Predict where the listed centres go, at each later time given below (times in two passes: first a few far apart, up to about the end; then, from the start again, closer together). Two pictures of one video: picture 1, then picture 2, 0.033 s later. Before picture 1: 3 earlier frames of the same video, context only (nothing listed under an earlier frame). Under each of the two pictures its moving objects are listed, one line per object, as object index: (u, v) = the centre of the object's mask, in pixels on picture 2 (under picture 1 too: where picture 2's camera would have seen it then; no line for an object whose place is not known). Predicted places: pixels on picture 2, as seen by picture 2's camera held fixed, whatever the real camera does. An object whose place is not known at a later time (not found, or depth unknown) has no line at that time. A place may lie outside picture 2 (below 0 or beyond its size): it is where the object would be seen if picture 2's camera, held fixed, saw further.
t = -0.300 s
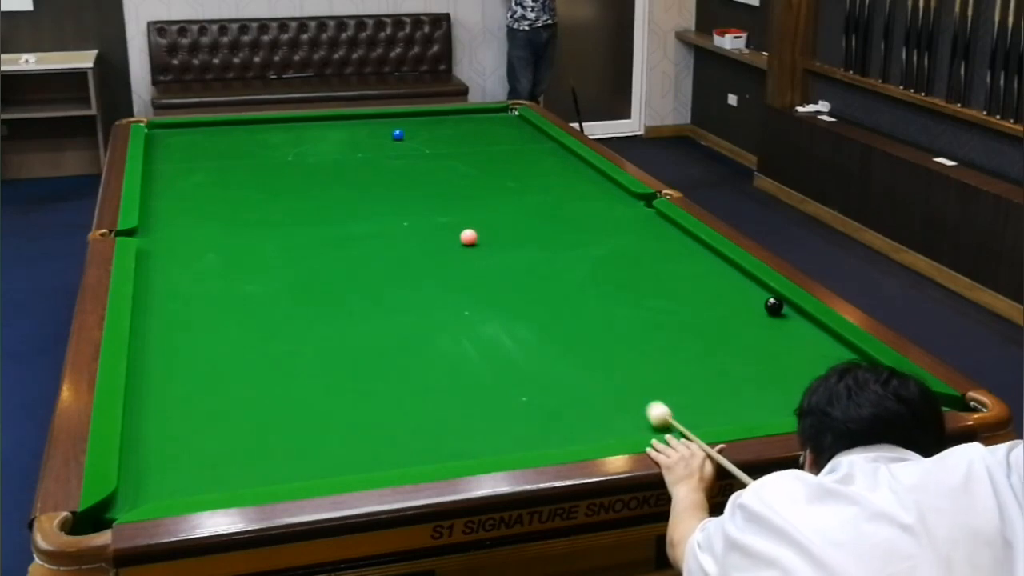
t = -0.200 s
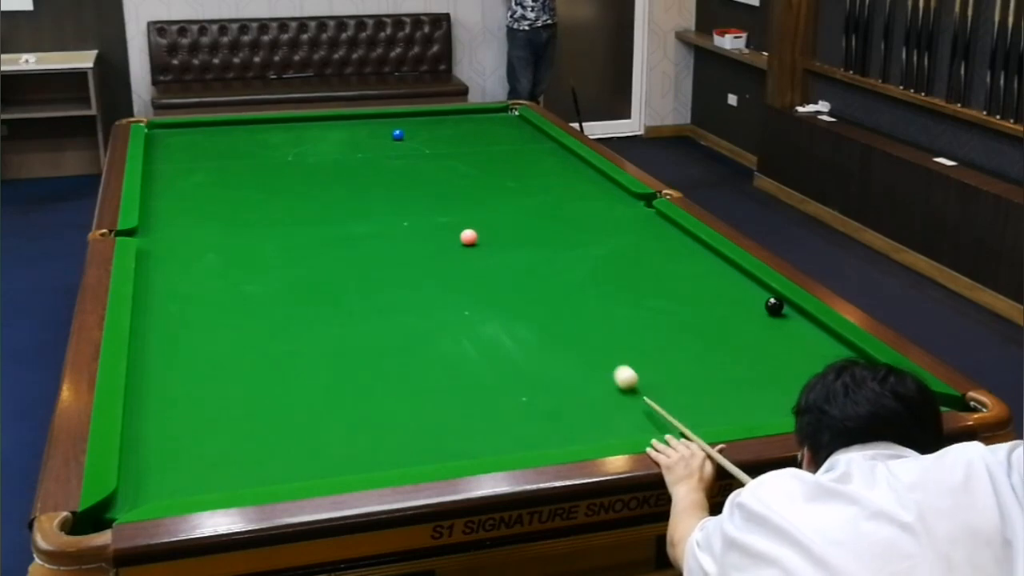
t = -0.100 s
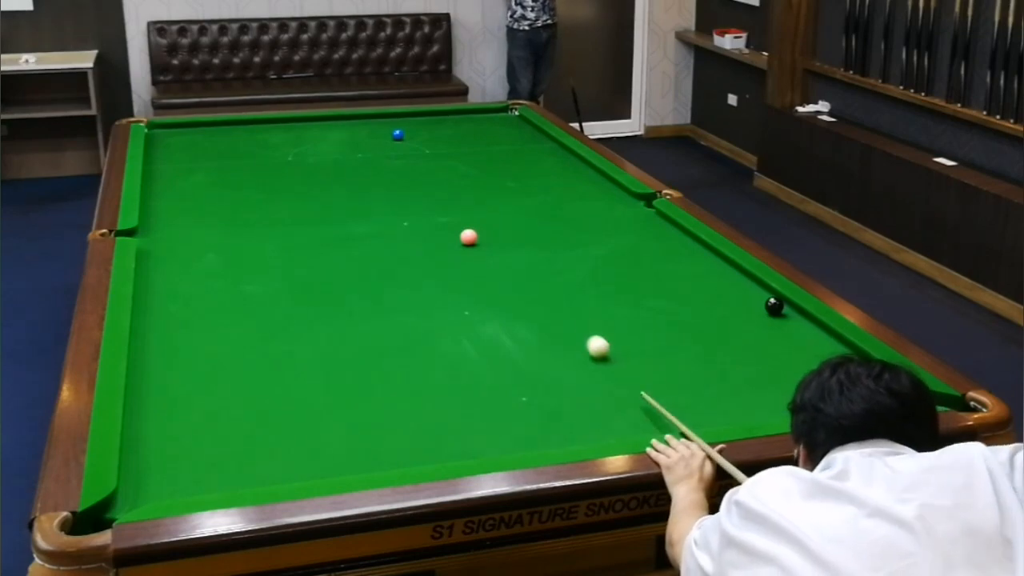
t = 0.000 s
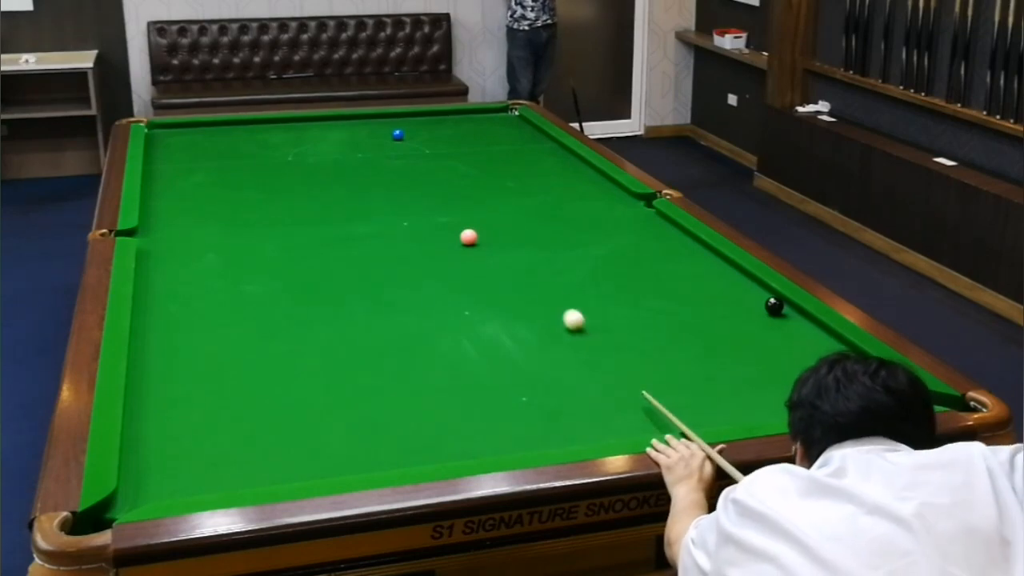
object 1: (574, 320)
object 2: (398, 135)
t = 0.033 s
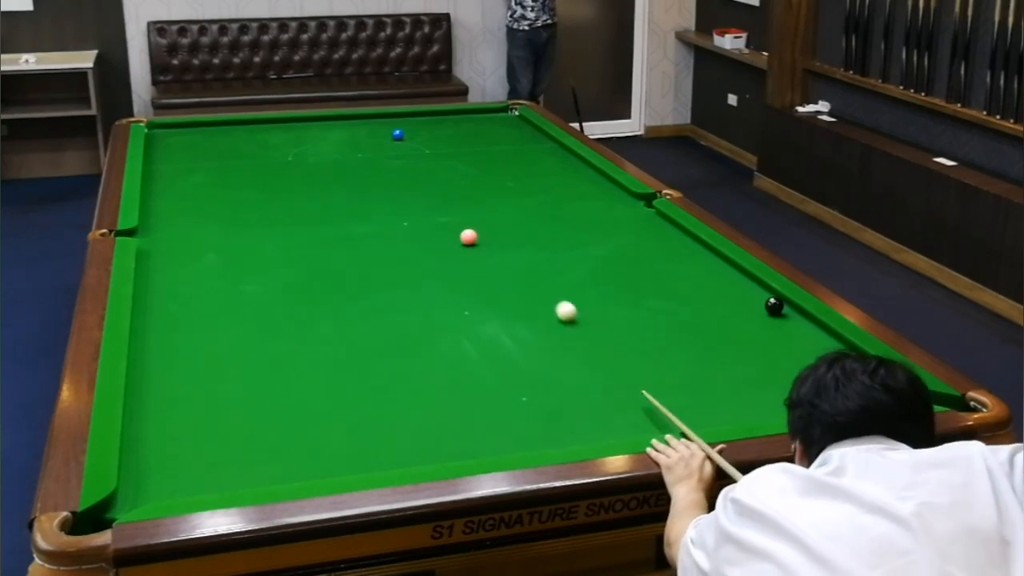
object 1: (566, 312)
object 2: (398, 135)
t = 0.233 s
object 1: (526, 268)
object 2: (398, 134)
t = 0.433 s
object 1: (494, 232)
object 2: (398, 134)
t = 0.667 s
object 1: (463, 198)
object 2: (398, 134)
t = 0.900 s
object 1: (438, 170)
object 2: (398, 134)
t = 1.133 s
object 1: (417, 146)
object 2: (397, 134)
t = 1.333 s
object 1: (417, 132)
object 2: (383, 132)
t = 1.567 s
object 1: (437, 120)
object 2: (348, 126)
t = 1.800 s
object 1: (457, 112)
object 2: (317, 121)
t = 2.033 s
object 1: (485, 117)
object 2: (293, 120)
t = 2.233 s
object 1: (510, 122)
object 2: (279, 124)
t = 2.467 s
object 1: (533, 127)
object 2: (262, 128)
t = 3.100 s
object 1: (520, 144)
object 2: (218, 140)
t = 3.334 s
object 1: (515, 150)
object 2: (201, 144)
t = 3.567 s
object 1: (510, 157)
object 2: (185, 148)
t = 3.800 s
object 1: (505, 162)
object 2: (170, 152)
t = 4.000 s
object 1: (501, 168)
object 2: (158, 155)
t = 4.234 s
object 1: (496, 174)
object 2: (151, 158)
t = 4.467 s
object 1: (491, 180)
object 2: (159, 159)
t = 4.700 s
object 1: (486, 186)
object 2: (166, 161)
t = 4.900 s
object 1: (482, 191)
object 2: (172, 162)
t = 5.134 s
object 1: (478, 196)
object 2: (178, 163)
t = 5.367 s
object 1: (473, 202)
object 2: (183, 164)
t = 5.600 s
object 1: (469, 208)
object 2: (187, 164)
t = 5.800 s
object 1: (466, 212)
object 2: (190, 165)
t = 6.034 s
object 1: (461, 217)
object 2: (193, 166)
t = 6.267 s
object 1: (458, 222)
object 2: (195, 166)
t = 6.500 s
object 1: (454, 227)
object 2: (196, 166)
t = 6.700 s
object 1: (450, 231)
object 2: (196, 166)
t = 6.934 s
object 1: (447, 235)
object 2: (196, 166)
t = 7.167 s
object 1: (443, 239)
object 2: (196, 166)
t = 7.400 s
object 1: (440, 242)
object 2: (196, 166)
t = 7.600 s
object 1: (437, 245)
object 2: (196, 166)
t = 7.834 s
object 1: (434, 248)
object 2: (196, 166)
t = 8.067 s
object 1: (431, 250)
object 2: (196, 166)
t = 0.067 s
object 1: (559, 304)
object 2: (398, 135)
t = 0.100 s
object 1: (552, 296)
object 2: (398, 134)
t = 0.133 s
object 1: (545, 288)
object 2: (398, 134)
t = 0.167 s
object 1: (539, 281)
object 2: (398, 135)
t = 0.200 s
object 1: (532, 274)
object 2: (398, 135)
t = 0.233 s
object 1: (526, 268)
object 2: (398, 134)
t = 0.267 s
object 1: (520, 261)
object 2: (398, 134)
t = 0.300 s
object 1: (515, 255)
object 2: (398, 134)
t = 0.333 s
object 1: (509, 249)
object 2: (398, 134)
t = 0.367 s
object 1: (504, 243)
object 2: (398, 134)
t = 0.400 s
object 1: (499, 237)
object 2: (398, 134)
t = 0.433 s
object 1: (494, 232)
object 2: (398, 134)
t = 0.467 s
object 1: (489, 227)
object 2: (398, 134)
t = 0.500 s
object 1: (485, 221)
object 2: (398, 134)
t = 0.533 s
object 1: (480, 217)
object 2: (398, 134)
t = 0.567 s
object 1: (476, 212)
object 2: (398, 134)
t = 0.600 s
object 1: (471, 207)
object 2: (398, 134)
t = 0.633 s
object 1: (467, 202)
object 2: (398, 134)
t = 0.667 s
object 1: (463, 198)
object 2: (398, 134)
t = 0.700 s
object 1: (459, 194)
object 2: (398, 134)
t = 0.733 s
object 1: (456, 189)
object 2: (398, 134)
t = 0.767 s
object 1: (452, 185)
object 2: (398, 134)
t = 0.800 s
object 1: (448, 181)
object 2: (398, 134)
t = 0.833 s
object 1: (445, 177)
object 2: (398, 134)
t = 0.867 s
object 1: (441, 174)
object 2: (398, 134)
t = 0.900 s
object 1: (438, 170)
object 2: (398, 134)
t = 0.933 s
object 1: (435, 166)
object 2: (398, 134)
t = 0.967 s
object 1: (432, 163)
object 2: (398, 134)
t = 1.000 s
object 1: (429, 159)
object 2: (398, 134)
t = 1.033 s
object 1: (425, 156)
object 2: (397, 134)
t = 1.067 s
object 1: (423, 153)
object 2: (397, 134)
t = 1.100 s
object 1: (420, 150)
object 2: (397, 134)
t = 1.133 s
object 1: (417, 146)
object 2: (397, 134)
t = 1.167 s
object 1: (414, 143)
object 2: (397, 134)
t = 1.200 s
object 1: (411, 140)
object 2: (397, 134)
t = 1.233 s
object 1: (409, 137)
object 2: (397, 134)
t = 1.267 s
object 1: (408, 135)
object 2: (396, 134)
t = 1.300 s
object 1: (412, 133)
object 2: (390, 133)
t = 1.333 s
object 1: (417, 132)
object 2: (383, 132)
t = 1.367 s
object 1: (420, 130)
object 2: (377, 131)
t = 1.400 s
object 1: (423, 128)
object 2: (372, 130)
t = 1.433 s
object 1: (426, 127)
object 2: (367, 130)
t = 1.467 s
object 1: (429, 125)
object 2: (362, 129)
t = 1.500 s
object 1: (432, 123)
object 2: (358, 128)
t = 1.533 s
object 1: (435, 121)
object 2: (353, 127)
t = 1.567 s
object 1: (437, 120)
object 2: (348, 126)
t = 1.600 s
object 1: (440, 118)
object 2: (344, 126)
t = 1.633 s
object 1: (443, 117)
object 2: (339, 125)
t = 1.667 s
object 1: (445, 115)
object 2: (335, 124)
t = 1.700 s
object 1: (448, 113)
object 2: (330, 123)
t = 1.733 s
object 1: (450, 112)
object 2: (326, 123)
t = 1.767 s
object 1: (453, 111)
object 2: (322, 122)
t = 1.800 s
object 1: (457, 112)
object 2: (317, 121)
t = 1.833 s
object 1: (461, 113)
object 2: (313, 121)
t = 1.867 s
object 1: (465, 114)
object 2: (309, 120)
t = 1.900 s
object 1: (469, 114)
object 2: (305, 120)
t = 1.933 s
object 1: (473, 115)
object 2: (300, 119)
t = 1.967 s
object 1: (477, 116)
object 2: (297, 120)
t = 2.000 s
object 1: (481, 117)
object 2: (295, 120)
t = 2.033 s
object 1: (485, 117)
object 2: (293, 120)
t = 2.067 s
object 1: (489, 118)
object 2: (290, 121)
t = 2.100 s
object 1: (493, 119)
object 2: (288, 121)
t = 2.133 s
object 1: (497, 119)
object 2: (285, 122)
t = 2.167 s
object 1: (501, 120)
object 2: (283, 123)
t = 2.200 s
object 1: (505, 121)
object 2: (281, 123)
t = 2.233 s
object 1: (510, 122)
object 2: (279, 124)
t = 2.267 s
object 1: (514, 123)
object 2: (276, 125)
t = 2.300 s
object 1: (518, 124)
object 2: (274, 126)
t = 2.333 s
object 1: (522, 124)
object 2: (271, 126)
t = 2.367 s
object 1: (525, 125)
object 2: (269, 127)
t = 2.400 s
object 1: (530, 126)
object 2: (267, 127)
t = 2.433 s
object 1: (533, 126)
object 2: (264, 128)
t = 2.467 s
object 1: (533, 127)
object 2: (262, 128)
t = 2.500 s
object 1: (532, 128)
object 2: (259, 129)
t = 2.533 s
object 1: (531, 129)
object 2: (257, 130)
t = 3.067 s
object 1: (521, 143)
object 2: (220, 140)
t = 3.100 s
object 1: (520, 144)
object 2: (218, 140)
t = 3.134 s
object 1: (519, 145)
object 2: (216, 141)
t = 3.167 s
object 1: (519, 146)
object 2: (213, 141)
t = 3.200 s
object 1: (518, 146)
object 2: (211, 142)
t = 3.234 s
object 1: (517, 147)
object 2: (208, 142)
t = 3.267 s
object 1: (516, 148)
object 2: (206, 143)
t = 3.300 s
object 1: (516, 149)
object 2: (203, 144)
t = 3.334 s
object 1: (515, 150)
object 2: (201, 144)
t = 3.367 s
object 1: (514, 151)
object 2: (199, 145)
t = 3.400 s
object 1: (513, 152)
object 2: (196, 145)
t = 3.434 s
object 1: (513, 152)
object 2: (194, 146)
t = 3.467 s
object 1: (512, 154)
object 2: (192, 146)
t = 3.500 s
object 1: (511, 155)
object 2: (190, 147)
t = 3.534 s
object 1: (511, 155)
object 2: (188, 147)
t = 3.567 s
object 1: (510, 157)
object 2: (185, 148)
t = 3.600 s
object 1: (509, 157)
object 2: (183, 149)
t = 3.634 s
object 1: (508, 158)
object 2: (181, 149)
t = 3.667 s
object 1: (508, 159)
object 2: (179, 150)
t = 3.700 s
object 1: (507, 160)
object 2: (177, 150)
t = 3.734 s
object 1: (507, 160)
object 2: (174, 151)
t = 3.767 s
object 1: (506, 161)
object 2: (172, 151)
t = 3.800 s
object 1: (505, 162)
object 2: (170, 152)
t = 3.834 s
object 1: (504, 163)
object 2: (168, 152)
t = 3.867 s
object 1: (504, 164)
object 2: (166, 153)
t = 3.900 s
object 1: (503, 165)
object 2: (163, 154)
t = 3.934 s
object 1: (502, 166)
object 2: (162, 154)
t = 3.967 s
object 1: (502, 167)
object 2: (160, 155)
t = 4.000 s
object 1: (501, 168)
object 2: (158, 155)
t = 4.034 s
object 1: (500, 168)
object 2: (155, 156)
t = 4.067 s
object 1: (500, 169)
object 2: (153, 156)
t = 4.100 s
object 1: (499, 170)
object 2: (151, 157)
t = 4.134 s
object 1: (498, 171)
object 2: (149, 157)
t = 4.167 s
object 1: (498, 172)
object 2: (149, 158)
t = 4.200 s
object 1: (497, 173)
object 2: (151, 158)
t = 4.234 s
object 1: (496, 174)
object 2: (151, 158)
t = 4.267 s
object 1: (495, 174)
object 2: (152, 158)
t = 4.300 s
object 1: (495, 175)
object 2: (153, 158)
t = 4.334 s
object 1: (494, 176)
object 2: (155, 159)
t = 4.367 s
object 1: (493, 177)
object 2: (156, 159)
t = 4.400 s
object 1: (493, 178)
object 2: (157, 159)
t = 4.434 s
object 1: (492, 179)
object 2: (158, 159)
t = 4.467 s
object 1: (491, 180)
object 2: (159, 159)
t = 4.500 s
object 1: (490, 181)
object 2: (160, 160)
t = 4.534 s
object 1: (490, 182)
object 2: (161, 160)
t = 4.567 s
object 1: (489, 182)
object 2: (162, 160)
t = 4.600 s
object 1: (488, 183)
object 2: (163, 160)
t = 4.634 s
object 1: (488, 184)
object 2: (164, 160)
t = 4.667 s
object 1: (487, 185)
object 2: (165, 160)
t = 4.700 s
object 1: (486, 186)
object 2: (166, 161)
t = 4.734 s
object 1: (486, 187)
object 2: (167, 161)
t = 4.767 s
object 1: (485, 187)
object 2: (167, 161)
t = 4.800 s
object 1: (484, 188)
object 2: (169, 161)
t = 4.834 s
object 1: (484, 189)
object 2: (170, 161)
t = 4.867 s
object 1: (483, 190)
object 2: (171, 161)
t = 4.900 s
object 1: (482, 191)
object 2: (172, 162)
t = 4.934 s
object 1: (482, 191)
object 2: (173, 162)
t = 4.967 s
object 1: (481, 192)
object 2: (174, 162)
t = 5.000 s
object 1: (480, 193)
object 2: (174, 162)
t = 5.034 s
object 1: (480, 194)
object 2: (175, 162)
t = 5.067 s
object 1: (479, 195)
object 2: (176, 162)
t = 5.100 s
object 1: (478, 196)
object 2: (177, 162)
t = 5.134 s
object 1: (478, 196)
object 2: (178, 163)
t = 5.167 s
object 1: (477, 197)
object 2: (178, 163)
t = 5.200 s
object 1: (477, 198)
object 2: (179, 163)
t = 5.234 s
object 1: (476, 199)
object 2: (180, 163)
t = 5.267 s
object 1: (475, 200)
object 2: (181, 163)
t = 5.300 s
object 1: (475, 201)
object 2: (181, 163)
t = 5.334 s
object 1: (474, 201)
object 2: (182, 164)
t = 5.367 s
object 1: (473, 202)
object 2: (183, 164)
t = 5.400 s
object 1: (473, 203)
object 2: (183, 164)
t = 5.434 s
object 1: (472, 204)
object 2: (184, 164)
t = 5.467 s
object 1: (472, 204)
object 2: (185, 164)
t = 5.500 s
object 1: (471, 205)
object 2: (185, 164)
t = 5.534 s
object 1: (470, 206)
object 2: (186, 164)
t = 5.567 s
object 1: (470, 207)
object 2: (187, 164)
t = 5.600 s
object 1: (469, 208)
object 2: (187, 164)
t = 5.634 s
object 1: (469, 208)
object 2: (188, 165)
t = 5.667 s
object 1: (468, 209)
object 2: (188, 165)
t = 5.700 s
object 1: (468, 210)
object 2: (189, 165)
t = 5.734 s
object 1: (467, 211)
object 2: (189, 165)
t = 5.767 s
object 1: (466, 211)
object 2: (190, 165)
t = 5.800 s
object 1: (466, 212)
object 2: (190, 165)
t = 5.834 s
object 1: (465, 213)
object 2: (191, 165)
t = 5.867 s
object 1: (464, 214)
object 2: (191, 165)
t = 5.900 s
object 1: (464, 215)
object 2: (191, 165)
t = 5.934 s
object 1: (463, 215)
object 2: (192, 165)
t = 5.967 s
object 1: (463, 216)
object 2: (192, 166)
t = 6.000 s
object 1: (462, 217)
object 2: (193, 166)
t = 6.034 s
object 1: (461, 217)
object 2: (193, 166)
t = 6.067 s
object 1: (461, 218)
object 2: (193, 166)
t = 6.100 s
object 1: (460, 219)
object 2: (194, 166)
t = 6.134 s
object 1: (460, 219)
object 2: (194, 166)
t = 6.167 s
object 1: (459, 220)
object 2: (195, 166)
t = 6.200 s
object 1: (459, 221)
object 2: (195, 166)
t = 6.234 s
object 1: (458, 221)
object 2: (195, 166)
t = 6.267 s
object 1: (458, 222)
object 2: (195, 166)
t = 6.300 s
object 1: (457, 223)
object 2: (195, 166)
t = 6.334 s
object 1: (457, 224)
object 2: (195, 166)
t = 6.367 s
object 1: (456, 224)
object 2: (196, 166)
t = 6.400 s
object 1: (455, 225)
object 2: (196, 166)
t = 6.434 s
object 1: (455, 225)
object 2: (196, 166)
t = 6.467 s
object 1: (454, 226)
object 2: (196, 166)
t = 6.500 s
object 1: (454, 227)
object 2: (196, 166)
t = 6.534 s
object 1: (453, 227)
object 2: (196, 166)
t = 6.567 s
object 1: (453, 228)
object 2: (196, 166)
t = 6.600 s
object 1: (452, 229)
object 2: (196, 166)
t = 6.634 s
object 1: (452, 229)
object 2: (196, 166)
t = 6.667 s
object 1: (451, 230)
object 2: (196, 166)
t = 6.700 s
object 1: (450, 231)
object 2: (196, 166)
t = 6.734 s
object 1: (450, 231)
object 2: (196, 166)
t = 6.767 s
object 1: (449, 232)
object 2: (196, 166)
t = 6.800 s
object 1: (449, 233)
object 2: (196, 166)
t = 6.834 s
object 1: (448, 234)
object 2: (196, 166)
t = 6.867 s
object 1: (448, 234)
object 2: (196, 166)
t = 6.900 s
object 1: (448, 234)
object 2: (196, 166)
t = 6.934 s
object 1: (447, 235)
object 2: (196, 166)
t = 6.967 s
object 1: (446, 235)
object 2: (196, 166)
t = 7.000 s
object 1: (446, 236)
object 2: (196, 166)
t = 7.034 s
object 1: (445, 237)
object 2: (196, 166)
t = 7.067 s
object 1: (445, 237)
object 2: (196, 166)
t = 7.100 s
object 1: (444, 238)
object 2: (196, 166)
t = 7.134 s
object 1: (444, 238)
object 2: (196, 166)
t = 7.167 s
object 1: (443, 239)
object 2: (196, 166)
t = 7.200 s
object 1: (443, 239)
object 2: (196, 166)
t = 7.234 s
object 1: (442, 240)
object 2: (196, 166)
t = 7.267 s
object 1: (442, 240)
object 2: (196, 166)
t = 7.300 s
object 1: (441, 241)
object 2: (196, 166)
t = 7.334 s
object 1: (441, 241)
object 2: (196, 166)
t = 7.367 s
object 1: (440, 242)
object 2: (196, 166)
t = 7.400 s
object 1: (440, 242)
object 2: (196, 166)
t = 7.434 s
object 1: (439, 243)
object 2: (196, 166)
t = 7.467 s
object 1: (439, 243)
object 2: (196, 166)
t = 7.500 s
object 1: (438, 244)
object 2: (196, 166)
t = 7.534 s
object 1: (438, 244)
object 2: (196, 166)
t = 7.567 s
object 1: (438, 244)
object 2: (196, 166)
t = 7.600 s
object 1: (437, 245)
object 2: (196, 166)
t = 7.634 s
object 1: (437, 245)
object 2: (196, 166)
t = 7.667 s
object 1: (436, 246)
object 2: (196, 166)
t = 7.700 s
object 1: (436, 246)
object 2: (196, 166)
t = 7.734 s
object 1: (435, 247)
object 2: (196, 166)
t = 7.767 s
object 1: (435, 247)
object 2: (196, 166)
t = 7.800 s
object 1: (434, 247)
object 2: (196, 166)
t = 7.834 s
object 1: (434, 248)
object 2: (196, 166)
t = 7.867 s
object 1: (434, 248)
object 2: (196, 166)
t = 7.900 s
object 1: (433, 248)
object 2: (196, 166)
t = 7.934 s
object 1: (433, 249)
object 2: (196, 166)
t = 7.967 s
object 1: (433, 249)
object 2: (196, 166)
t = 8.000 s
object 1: (432, 249)
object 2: (196, 166)
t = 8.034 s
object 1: (432, 250)
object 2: (196, 166)
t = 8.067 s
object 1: (431, 250)
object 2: (196, 166)
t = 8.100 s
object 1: (431, 250)
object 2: (196, 166)
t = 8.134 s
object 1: (431, 251)
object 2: (196, 166)
